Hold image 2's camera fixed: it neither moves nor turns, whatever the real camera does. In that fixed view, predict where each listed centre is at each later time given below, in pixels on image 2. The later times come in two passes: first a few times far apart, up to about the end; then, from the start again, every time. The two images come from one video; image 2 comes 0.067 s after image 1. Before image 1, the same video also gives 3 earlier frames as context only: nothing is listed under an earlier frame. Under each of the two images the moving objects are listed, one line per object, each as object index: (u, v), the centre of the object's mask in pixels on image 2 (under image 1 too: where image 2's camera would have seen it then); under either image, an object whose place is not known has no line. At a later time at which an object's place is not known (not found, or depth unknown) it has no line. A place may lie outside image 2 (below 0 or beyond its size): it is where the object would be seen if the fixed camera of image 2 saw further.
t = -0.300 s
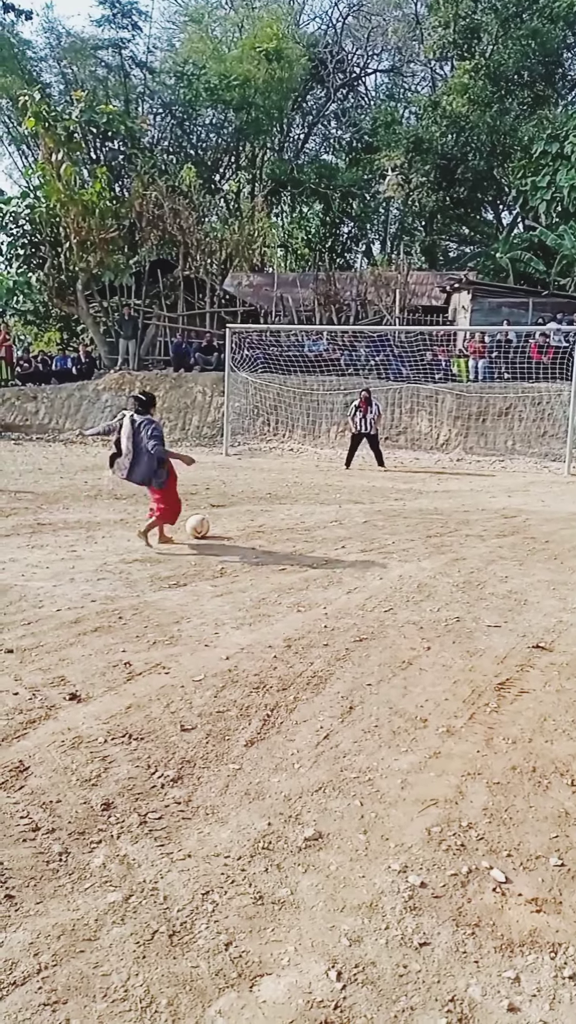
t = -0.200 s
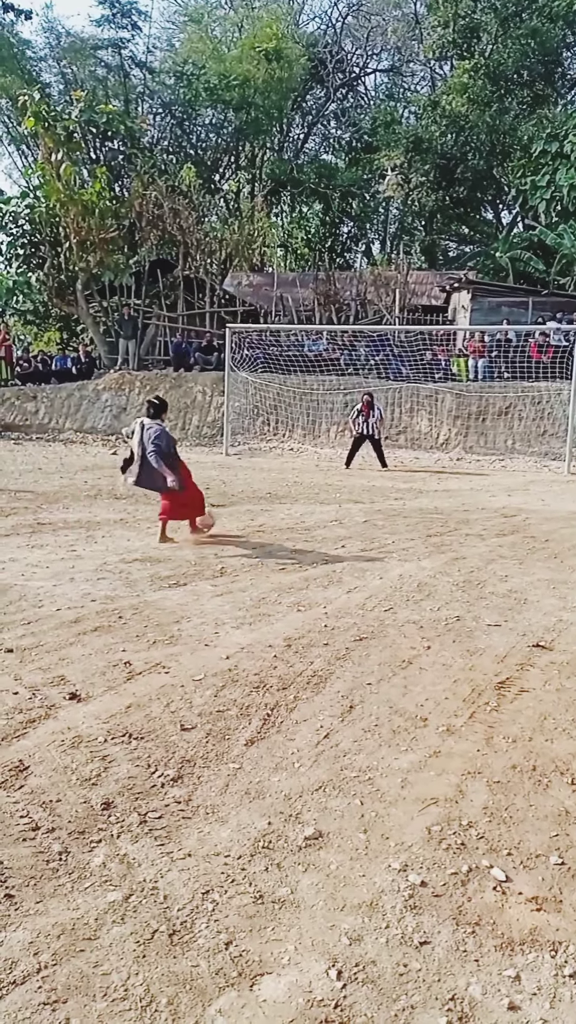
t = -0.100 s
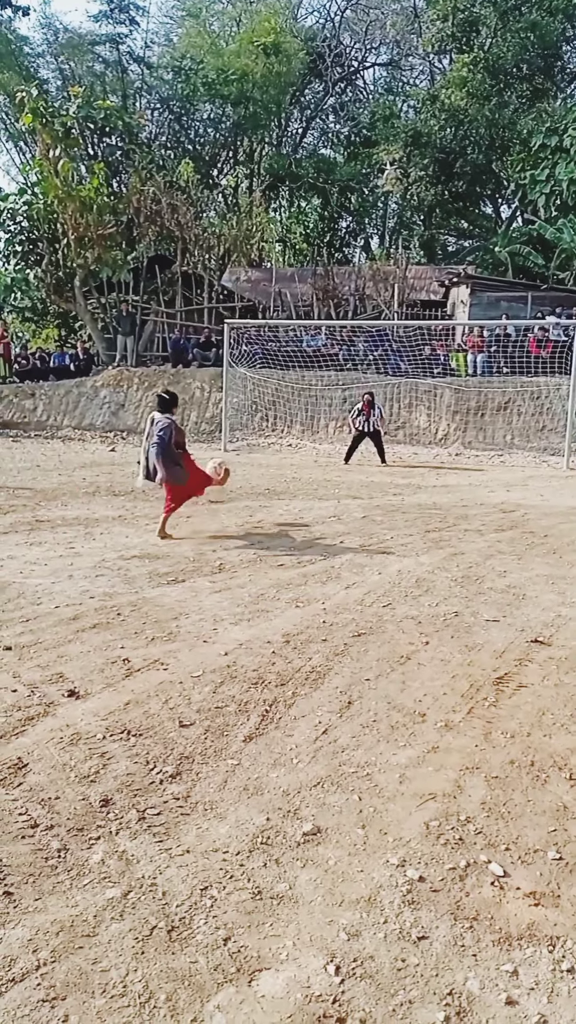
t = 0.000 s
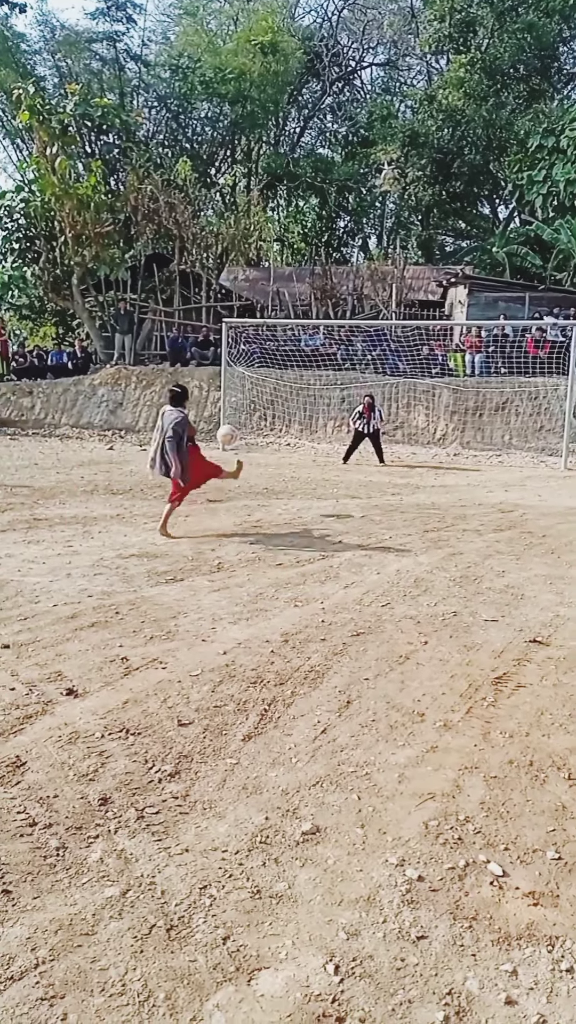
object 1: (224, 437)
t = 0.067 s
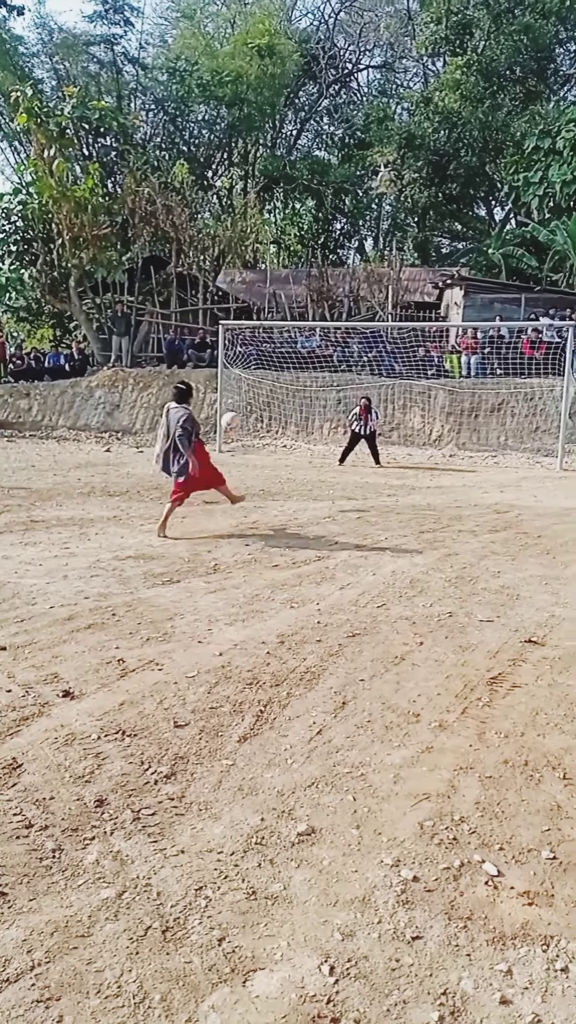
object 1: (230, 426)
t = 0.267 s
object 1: (250, 404)
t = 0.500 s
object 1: (268, 418)
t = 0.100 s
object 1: (235, 416)
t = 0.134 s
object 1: (238, 412)
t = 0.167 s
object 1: (241, 412)
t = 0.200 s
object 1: (244, 406)
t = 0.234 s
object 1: (247, 403)
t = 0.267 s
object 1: (250, 404)
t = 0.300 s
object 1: (252, 403)
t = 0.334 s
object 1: (255, 404)
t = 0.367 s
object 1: (256, 405)
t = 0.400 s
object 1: (259, 407)
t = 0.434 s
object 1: (263, 409)
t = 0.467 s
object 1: (265, 414)
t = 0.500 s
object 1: (268, 418)
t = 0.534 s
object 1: (270, 423)
